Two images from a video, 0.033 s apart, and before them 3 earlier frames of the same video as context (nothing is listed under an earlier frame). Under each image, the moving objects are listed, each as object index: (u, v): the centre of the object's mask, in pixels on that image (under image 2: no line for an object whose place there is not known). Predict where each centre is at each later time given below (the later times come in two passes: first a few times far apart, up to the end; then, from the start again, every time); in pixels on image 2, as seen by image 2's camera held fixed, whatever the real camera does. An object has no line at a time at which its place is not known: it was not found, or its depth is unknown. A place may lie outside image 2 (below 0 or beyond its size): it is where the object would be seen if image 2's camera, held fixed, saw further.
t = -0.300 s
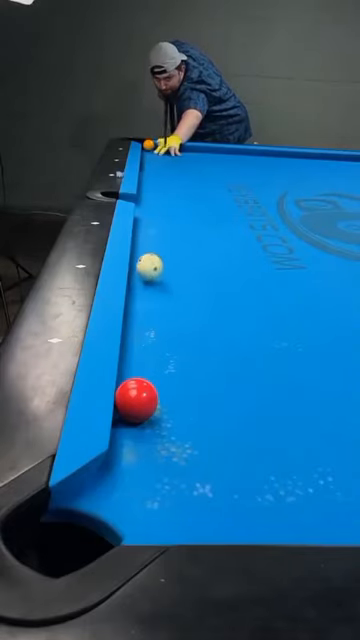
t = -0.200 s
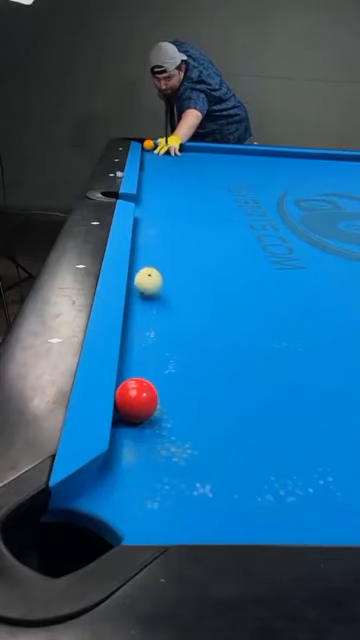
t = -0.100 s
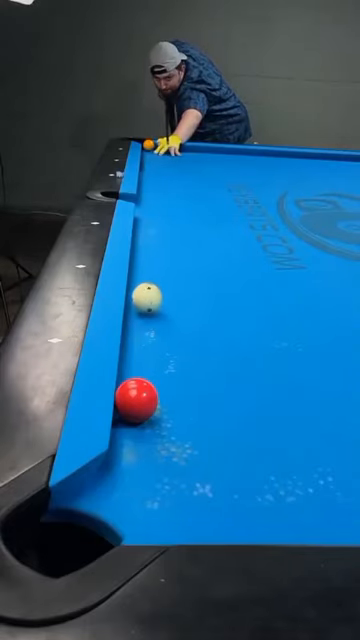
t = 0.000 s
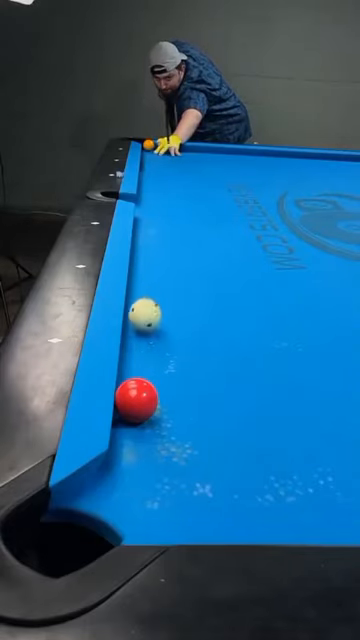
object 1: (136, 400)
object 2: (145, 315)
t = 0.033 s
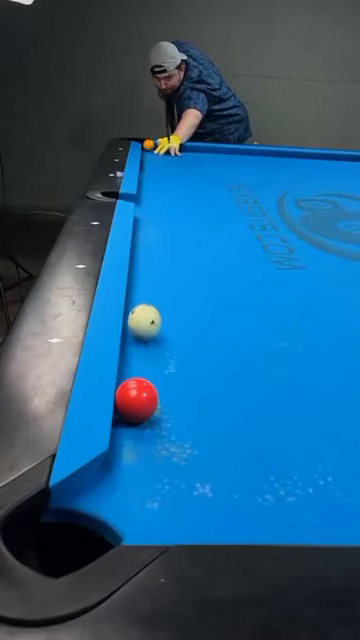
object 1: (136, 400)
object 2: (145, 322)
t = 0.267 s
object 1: (136, 405)
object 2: (140, 372)
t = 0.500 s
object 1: (114, 514)
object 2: (139, 380)
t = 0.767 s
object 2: (138, 387)
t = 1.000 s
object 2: (139, 365)
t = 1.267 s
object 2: (141, 314)
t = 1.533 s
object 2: (143, 271)
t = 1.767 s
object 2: (143, 245)
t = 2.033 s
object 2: (144, 222)
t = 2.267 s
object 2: (145, 207)
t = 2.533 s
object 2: (145, 192)
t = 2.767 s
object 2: (146, 182)
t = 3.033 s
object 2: (146, 173)
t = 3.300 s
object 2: (146, 165)
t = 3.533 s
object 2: (146, 159)
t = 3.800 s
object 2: (147, 154)
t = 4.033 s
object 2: (147, 149)
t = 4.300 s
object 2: (147, 146)
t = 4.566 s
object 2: (147, 145)
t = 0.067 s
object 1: (136, 400)
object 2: (144, 329)
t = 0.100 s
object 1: (136, 400)
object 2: (143, 337)
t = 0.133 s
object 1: (136, 400)
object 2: (142, 344)
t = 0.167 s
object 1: (136, 400)
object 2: (141, 353)
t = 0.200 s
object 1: (136, 400)
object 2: (140, 360)
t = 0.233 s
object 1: (136, 400)
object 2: (140, 366)
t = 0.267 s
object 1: (136, 405)
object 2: (140, 372)
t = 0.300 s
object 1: (135, 417)
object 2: (139, 375)
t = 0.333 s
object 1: (135, 429)
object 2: (139, 377)
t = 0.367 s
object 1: (134, 443)
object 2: (139, 377)
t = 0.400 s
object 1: (134, 457)
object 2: (139, 378)
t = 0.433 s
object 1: (134, 472)
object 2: (139, 378)
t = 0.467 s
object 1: (134, 504)
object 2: (138, 379)
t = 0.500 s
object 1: (114, 514)
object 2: (139, 380)
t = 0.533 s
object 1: (91, 516)
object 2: (139, 381)
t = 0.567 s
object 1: (66, 517)
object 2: (139, 382)
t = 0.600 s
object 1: (48, 543)
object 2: (138, 384)
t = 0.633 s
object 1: (45, 557)
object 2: (139, 384)
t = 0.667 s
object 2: (139, 385)
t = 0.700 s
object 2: (138, 386)
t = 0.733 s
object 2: (138, 387)
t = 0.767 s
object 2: (138, 387)
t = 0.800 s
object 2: (137, 386)
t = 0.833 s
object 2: (137, 384)
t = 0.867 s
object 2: (137, 382)
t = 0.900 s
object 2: (138, 378)
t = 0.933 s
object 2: (138, 374)
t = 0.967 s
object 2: (139, 370)
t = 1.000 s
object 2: (139, 365)
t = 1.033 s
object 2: (139, 359)
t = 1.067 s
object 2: (140, 354)
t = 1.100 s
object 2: (140, 348)
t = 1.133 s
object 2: (141, 341)
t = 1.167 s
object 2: (141, 335)
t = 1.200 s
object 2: (141, 328)
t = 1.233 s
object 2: (142, 321)
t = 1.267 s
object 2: (141, 314)
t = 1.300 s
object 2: (142, 308)
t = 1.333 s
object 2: (142, 301)
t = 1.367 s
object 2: (142, 296)
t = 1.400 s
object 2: (142, 290)
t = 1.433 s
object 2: (142, 285)
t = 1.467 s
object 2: (143, 280)
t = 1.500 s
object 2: (143, 275)
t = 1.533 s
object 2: (143, 271)
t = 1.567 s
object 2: (143, 267)
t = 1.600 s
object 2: (143, 262)
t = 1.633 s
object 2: (143, 259)
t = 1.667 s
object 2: (143, 255)
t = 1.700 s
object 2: (143, 252)
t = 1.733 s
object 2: (144, 248)
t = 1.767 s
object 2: (143, 245)
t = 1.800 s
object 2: (144, 241)
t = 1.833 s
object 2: (144, 238)
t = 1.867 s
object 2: (144, 236)
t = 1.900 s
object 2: (144, 233)
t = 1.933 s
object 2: (144, 230)
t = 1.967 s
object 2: (144, 227)
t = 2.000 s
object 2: (144, 224)
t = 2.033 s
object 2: (144, 222)
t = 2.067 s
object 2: (144, 219)
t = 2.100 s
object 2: (144, 217)
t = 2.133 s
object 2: (144, 215)
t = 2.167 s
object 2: (144, 213)
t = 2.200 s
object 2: (144, 210)
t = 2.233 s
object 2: (144, 208)
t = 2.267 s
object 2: (145, 207)
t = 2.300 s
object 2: (145, 205)
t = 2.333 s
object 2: (145, 203)
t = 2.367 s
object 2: (145, 201)
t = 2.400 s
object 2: (145, 199)
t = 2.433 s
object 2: (145, 197)
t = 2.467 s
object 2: (145, 196)
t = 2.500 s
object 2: (145, 194)
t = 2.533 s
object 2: (145, 192)
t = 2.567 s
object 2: (146, 191)
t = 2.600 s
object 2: (145, 189)
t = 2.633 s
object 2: (146, 188)
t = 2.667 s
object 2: (146, 186)
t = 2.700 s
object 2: (146, 185)
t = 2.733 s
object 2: (146, 183)
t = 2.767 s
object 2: (146, 182)
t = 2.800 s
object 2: (146, 181)
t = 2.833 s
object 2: (146, 180)
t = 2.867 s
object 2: (146, 179)
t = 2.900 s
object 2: (146, 177)
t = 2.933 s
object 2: (146, 176)
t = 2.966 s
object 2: (146, 175)
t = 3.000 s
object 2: (146, 174)
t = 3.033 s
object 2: (146, 173)
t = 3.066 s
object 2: (146, 172)
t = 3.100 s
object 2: (146, 171)
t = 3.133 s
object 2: (146, 170)
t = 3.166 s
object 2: (146, 169)
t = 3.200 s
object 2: (146, 168)
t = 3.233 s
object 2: (146, 167)
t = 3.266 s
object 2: (146, 166)
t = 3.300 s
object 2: (146, 165)
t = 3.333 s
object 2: (147, 164)
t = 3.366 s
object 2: (147, 163)
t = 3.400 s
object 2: (146, 163)
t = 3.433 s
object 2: (146, 161)
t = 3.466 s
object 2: (146, 161)
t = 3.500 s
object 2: (146, 160)
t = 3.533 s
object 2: (146, 159)
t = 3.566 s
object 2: (146, 158)
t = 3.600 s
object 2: (147, 158)
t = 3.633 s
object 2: (146, 157)
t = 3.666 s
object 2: (146, 156)
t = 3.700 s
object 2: (147, 156)
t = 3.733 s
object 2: (147, 155)
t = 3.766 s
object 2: (147, 154)
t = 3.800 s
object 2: (147, 154)
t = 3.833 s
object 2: (147, 153)
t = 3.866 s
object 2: (147, 152)
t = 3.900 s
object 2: (147, 152)
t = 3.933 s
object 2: (147, 151)
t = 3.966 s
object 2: (147, 151)
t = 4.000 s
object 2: (147, 150)
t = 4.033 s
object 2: (147, 149)
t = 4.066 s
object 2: (147, 149)
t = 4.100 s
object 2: (147, 149)
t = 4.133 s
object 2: (147, 148)
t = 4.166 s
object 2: (147, 147)
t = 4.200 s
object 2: (147, 147)
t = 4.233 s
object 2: (147, 147)
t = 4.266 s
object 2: (148, 146)
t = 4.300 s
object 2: (147, 146)
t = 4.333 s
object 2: (147, 146)
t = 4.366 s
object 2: (147, 146)
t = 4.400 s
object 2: (147, 146)
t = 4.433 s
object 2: (147, 146)
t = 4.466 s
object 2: (147, 146)
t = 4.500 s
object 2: (147, 145)
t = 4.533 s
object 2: (147, 145)
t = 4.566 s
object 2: (147, 145)
